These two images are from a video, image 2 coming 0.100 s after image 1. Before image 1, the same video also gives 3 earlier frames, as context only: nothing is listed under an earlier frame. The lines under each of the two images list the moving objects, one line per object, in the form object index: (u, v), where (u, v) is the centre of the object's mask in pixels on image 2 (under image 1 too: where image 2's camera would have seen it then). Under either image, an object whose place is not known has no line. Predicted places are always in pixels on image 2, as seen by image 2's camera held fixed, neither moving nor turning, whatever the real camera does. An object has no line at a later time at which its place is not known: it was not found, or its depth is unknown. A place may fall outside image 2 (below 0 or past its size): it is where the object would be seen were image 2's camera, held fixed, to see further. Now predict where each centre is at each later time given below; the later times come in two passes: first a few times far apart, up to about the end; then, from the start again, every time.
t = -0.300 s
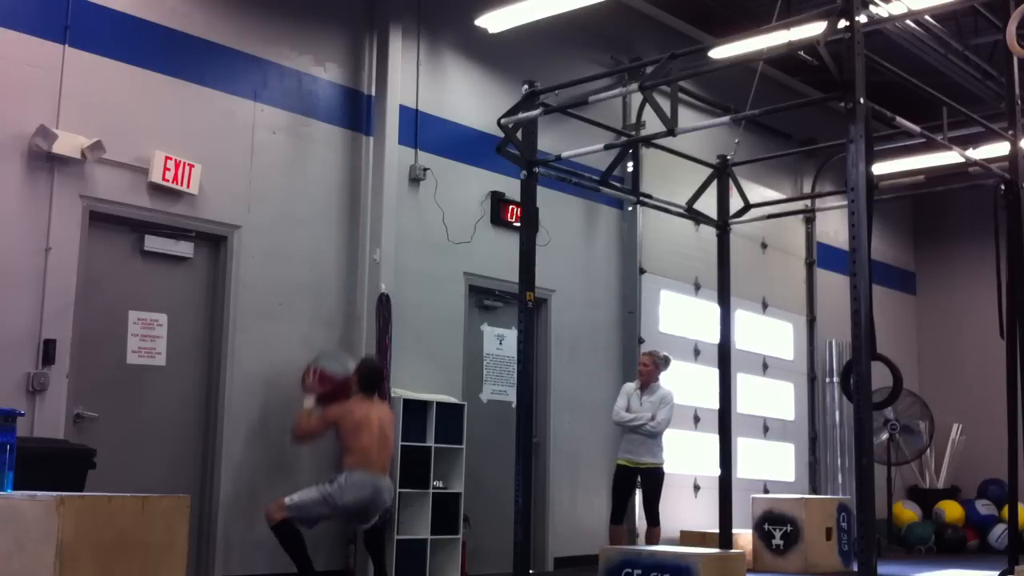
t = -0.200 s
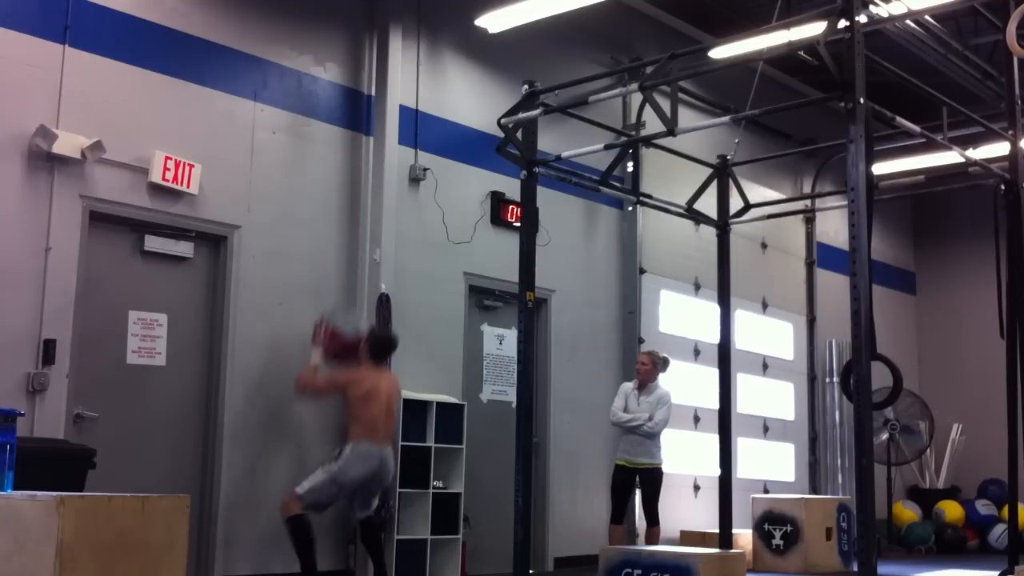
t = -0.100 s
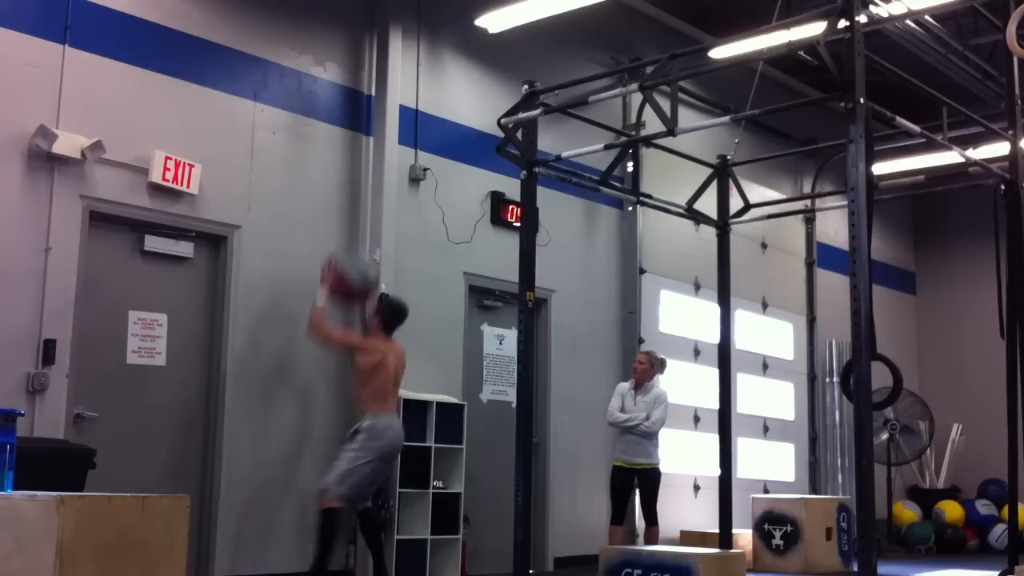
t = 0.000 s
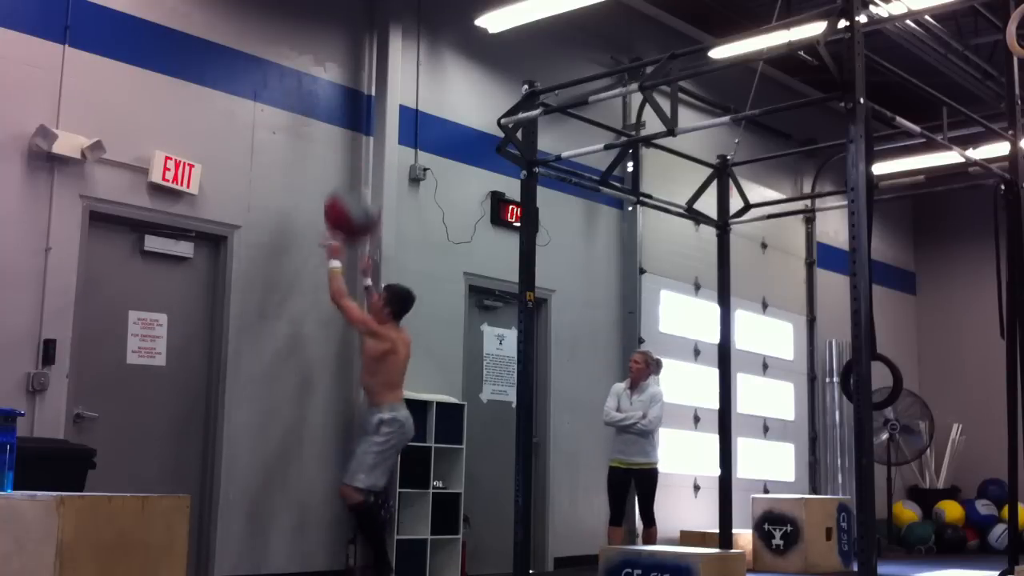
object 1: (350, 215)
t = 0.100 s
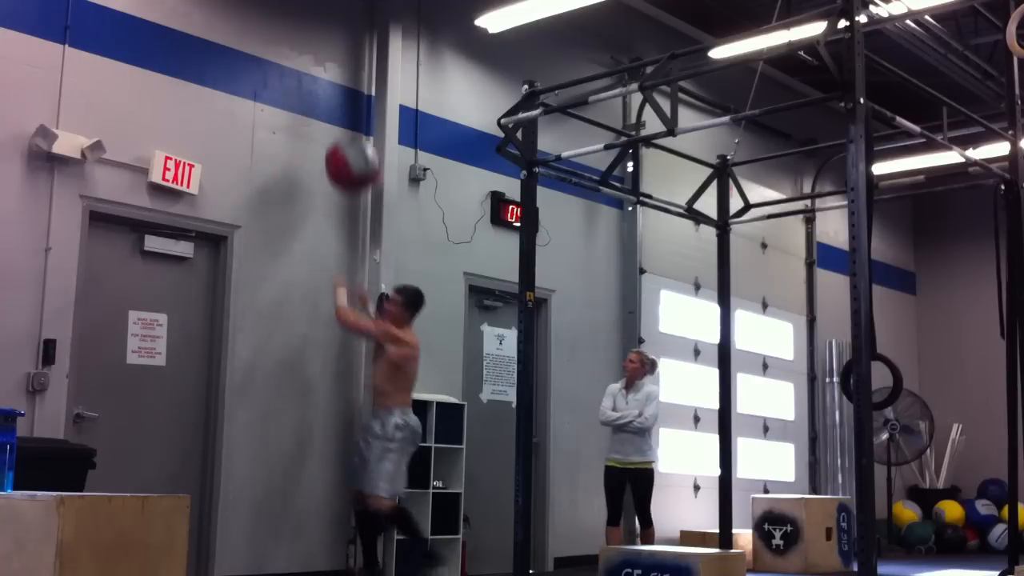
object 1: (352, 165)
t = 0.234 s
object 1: (353, 121)
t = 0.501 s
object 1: (350, 111)
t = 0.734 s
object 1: (344, 186)
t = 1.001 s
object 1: (331, 384)
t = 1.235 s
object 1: (334, 550)
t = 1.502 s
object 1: (369, 507)
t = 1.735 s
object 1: (395, 558)
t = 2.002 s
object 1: (419, 556)
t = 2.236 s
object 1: (437, 559)
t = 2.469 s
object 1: (454, 558)
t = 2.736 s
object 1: (468, 559)
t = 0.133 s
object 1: (353, 151)
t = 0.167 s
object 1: (353, 139)
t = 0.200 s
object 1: (353, 130)
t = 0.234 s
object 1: (353, 121)
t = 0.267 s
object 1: (353, 115)
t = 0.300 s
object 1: (353, 110)
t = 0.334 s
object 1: (352, 106)
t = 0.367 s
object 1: (352, 104)
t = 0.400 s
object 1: (351, 103)
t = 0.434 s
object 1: (351, 104)
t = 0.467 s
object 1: (350, 106)
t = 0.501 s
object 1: (350, 111)
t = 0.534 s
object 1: (349, 116)
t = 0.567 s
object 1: (349, 123)
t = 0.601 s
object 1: (348, 132)
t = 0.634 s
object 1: (347, 143)
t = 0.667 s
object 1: (346, 155)
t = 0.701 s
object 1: (345, 169)
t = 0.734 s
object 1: (344, 186)
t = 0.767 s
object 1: (343, 204)
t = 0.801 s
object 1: (341, 224)
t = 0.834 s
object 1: (340, 246)
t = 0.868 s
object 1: (338, 269)
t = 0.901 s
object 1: (336, 295)
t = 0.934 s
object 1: (335, 324)
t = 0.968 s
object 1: (333, 352)
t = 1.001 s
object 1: (331, 384)
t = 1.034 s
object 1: (328, 421)
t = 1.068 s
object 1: (326, 453)
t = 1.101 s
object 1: (325, 492)
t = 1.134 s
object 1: (324, 531)
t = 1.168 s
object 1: (327, 560)
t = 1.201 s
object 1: (328, 556)
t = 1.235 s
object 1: (334, 550)
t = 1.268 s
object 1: (339, 538)
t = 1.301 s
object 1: (343, 527)
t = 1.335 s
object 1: (348, 519)
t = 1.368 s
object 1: (352, 513)
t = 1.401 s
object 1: (357, 509)
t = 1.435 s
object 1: (359, 506)
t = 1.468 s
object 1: (364, 506)
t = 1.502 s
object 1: (369, 507)
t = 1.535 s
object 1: (372, 509)
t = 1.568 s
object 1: (376, 514)
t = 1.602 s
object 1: (380, 521)
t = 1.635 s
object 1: (383, 529)
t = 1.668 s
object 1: (386, 539)
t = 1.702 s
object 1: (391, 550)
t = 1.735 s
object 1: (395, 558)
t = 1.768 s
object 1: (398, 559)
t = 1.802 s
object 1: (400, 556)
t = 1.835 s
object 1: (404, 554)
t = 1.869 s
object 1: (407, 553)
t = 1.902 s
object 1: (410, 552)
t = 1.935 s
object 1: (412, 553)
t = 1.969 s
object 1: (416, 554)
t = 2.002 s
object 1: (419, 556)
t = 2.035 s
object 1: (422, 559)
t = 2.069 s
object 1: (425, 559)
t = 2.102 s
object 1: (428, 558)
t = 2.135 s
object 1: (430, 557)
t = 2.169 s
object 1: (433, 558)
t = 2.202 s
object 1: (435, 558)
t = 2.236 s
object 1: (437, 559)
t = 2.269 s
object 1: (439, 559)
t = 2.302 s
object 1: (442, 558)
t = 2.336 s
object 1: (444, 558)
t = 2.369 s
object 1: (447, 559)
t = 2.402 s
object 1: (449, 558)
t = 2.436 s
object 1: (452, 559)
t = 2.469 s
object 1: (454, 558)
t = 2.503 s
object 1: (456, 558)
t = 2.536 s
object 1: (459, 558)
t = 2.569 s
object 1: (461, 558)
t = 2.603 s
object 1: (463, 558)
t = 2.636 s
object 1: (464, 559)
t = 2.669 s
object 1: (465, 559)
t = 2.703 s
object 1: (467, 559)
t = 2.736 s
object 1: (468, 559)
